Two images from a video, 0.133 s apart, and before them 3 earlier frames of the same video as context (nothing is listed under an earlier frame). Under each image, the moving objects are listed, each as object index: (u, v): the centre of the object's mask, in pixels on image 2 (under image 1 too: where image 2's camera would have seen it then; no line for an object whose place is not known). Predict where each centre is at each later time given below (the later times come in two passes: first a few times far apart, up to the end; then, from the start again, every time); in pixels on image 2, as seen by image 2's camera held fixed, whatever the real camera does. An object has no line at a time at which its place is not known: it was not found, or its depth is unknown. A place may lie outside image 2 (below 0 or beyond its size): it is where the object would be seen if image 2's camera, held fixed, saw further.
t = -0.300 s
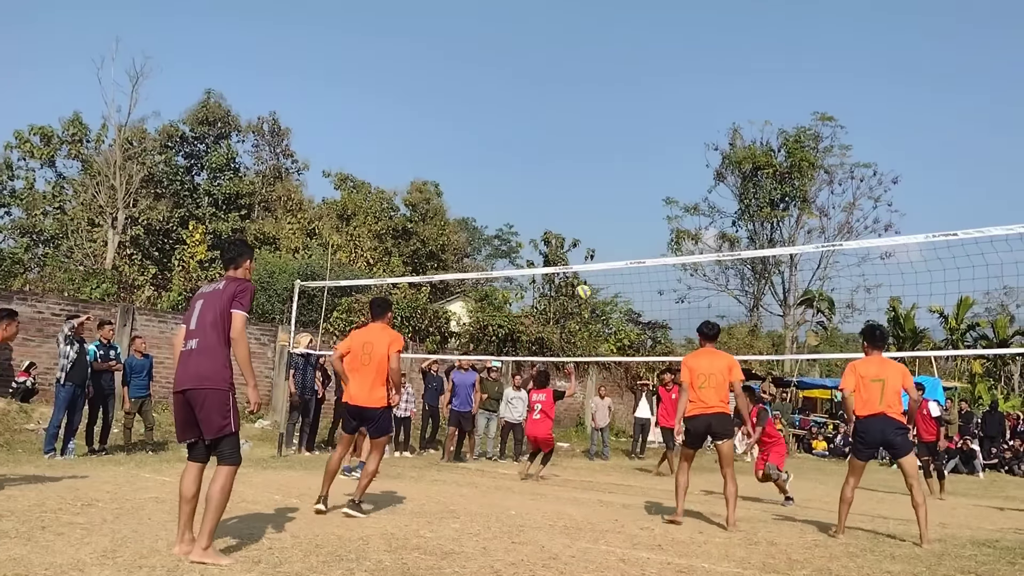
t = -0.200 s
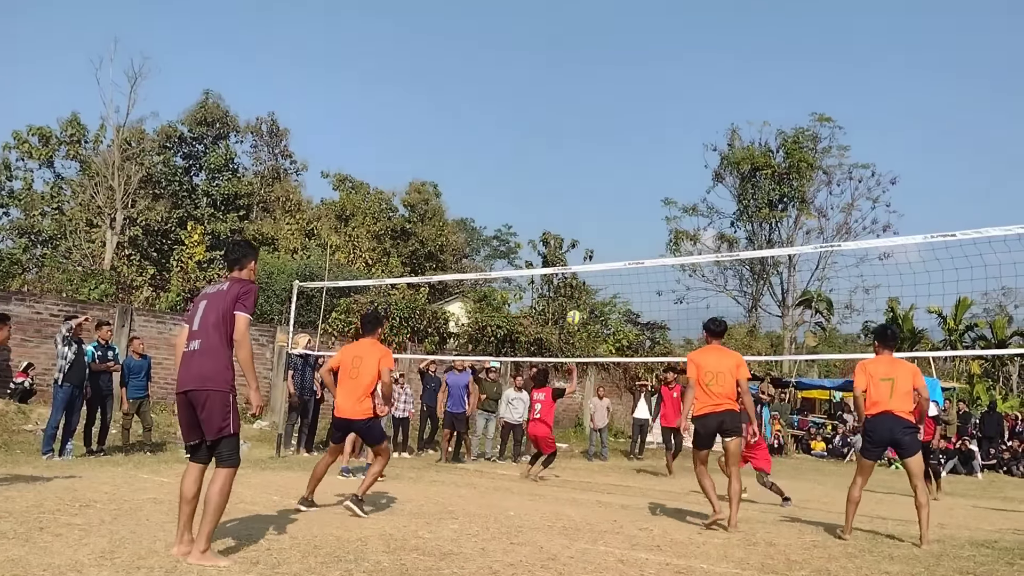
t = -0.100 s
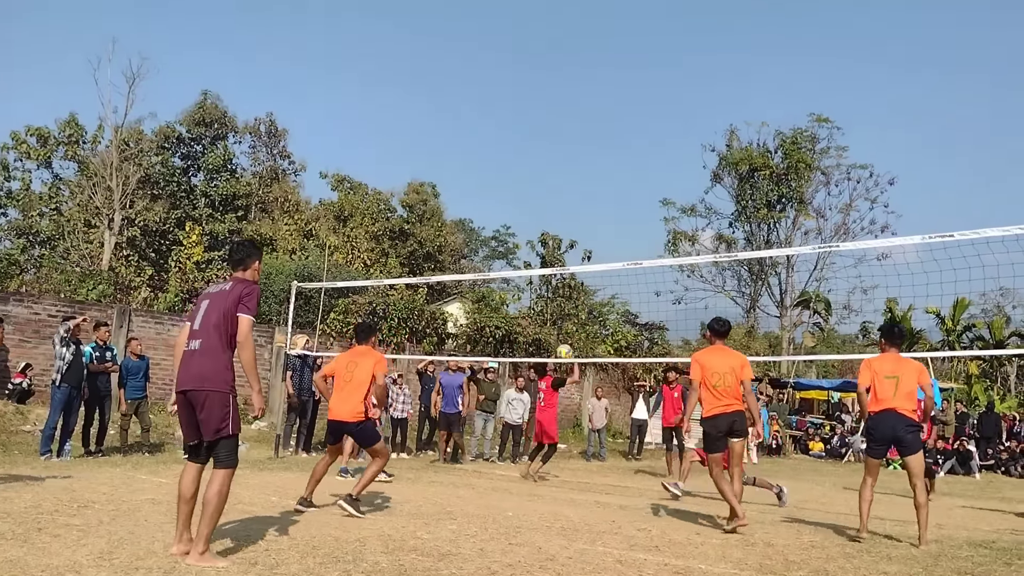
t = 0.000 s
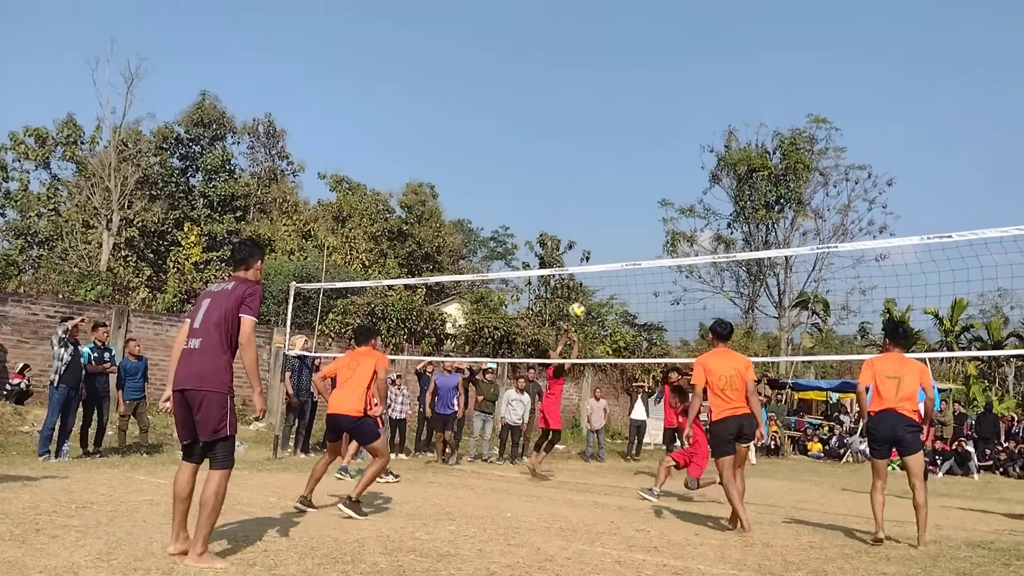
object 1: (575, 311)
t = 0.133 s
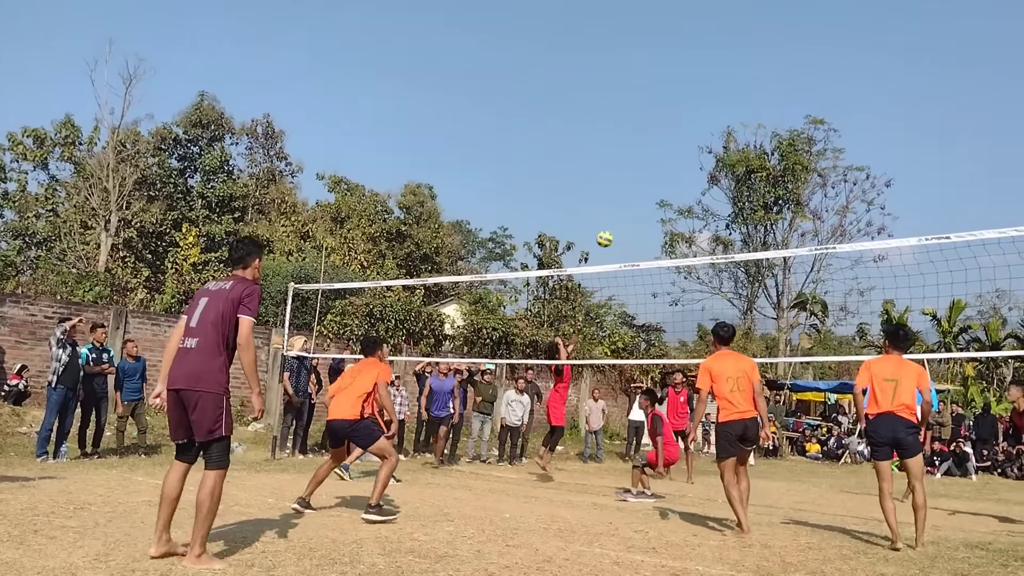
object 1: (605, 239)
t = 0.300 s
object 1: (640, 163)
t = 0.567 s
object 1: (698, 80)
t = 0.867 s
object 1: (765, 49)
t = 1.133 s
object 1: (829, 85)
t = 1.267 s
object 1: (864, 129)
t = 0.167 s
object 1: (611, 223)
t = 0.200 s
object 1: (619, 207)
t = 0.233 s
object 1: (626, 192)
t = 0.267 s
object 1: (633, 177)
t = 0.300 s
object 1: (640, 163)
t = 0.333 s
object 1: (647, 150)
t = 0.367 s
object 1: (655, 138)
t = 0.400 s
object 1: (662, 126)
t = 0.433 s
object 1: (669, 115)
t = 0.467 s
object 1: (676, 106)
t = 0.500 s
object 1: (683, 96)
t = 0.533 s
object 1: (691, 88)
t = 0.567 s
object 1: (698, 80)
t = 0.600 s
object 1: (705, 73)
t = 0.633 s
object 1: (712, 67)
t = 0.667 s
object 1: (720, 62)
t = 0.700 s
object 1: (728, 58)
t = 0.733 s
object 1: (735, 54)
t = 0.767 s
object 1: (742, 51)
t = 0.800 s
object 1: (750, 50)
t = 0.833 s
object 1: (758, 49)
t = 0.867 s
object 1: (765, 49)
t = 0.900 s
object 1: (773, 50)
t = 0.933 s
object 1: (781, 52)
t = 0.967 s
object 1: (789, 55)
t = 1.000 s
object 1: (796, 59)
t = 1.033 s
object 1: (804, 64)
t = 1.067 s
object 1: (812, 70)
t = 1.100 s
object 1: (821, 77)
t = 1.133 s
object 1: (829, 85)
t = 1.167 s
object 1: (837, 94)
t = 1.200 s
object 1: (846, 104)
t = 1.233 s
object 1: (855, 117)
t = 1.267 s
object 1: (864, 129)
